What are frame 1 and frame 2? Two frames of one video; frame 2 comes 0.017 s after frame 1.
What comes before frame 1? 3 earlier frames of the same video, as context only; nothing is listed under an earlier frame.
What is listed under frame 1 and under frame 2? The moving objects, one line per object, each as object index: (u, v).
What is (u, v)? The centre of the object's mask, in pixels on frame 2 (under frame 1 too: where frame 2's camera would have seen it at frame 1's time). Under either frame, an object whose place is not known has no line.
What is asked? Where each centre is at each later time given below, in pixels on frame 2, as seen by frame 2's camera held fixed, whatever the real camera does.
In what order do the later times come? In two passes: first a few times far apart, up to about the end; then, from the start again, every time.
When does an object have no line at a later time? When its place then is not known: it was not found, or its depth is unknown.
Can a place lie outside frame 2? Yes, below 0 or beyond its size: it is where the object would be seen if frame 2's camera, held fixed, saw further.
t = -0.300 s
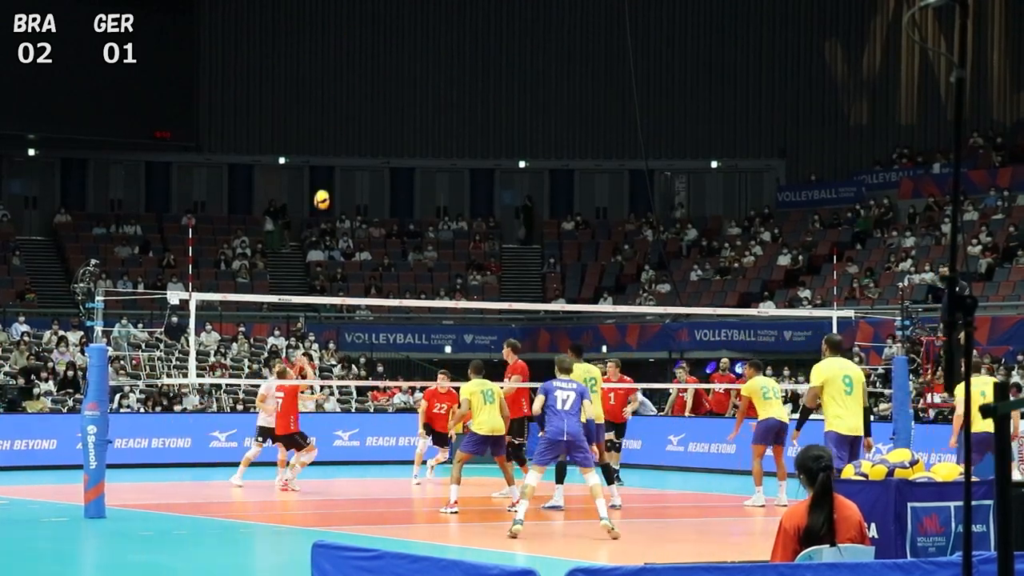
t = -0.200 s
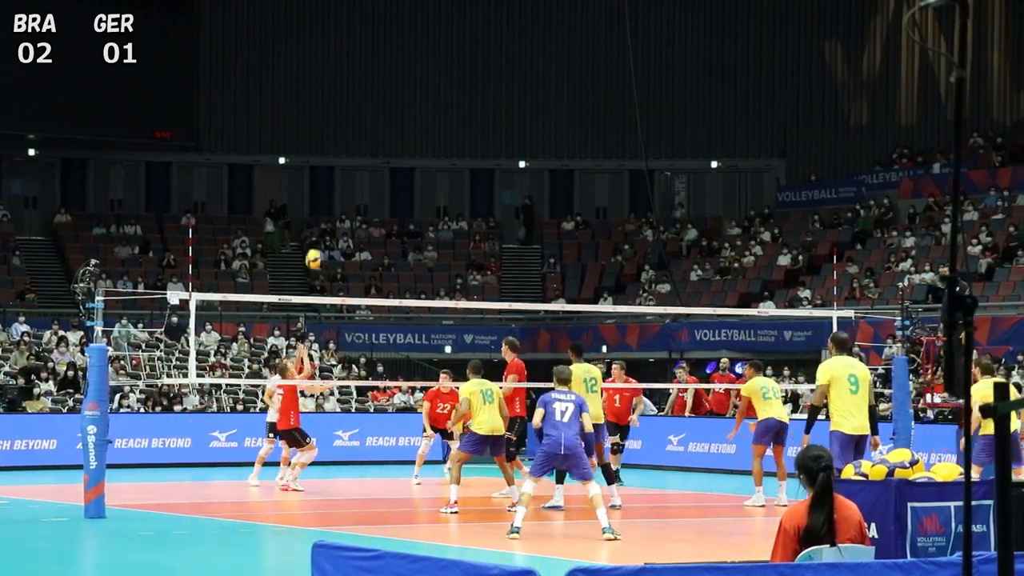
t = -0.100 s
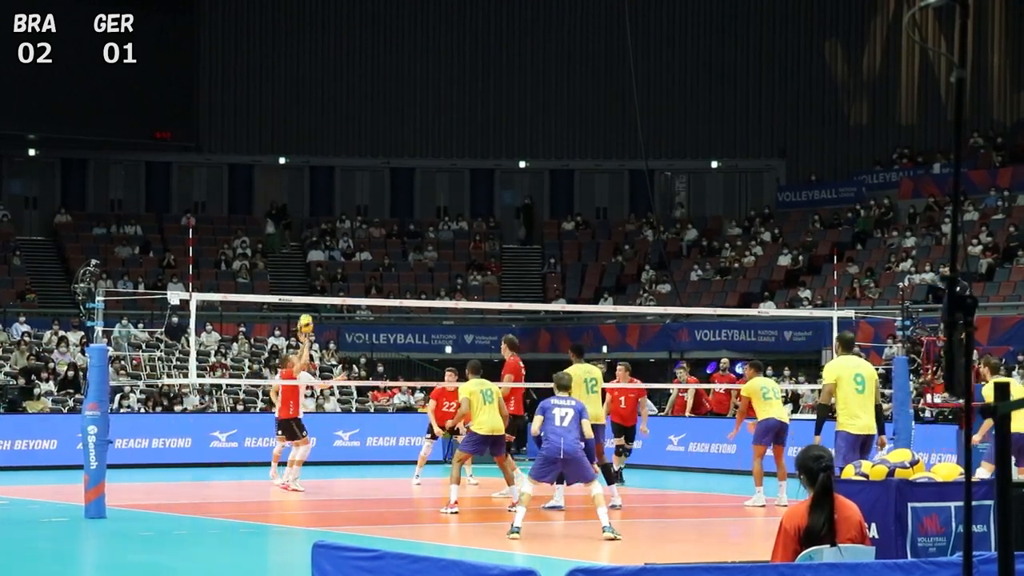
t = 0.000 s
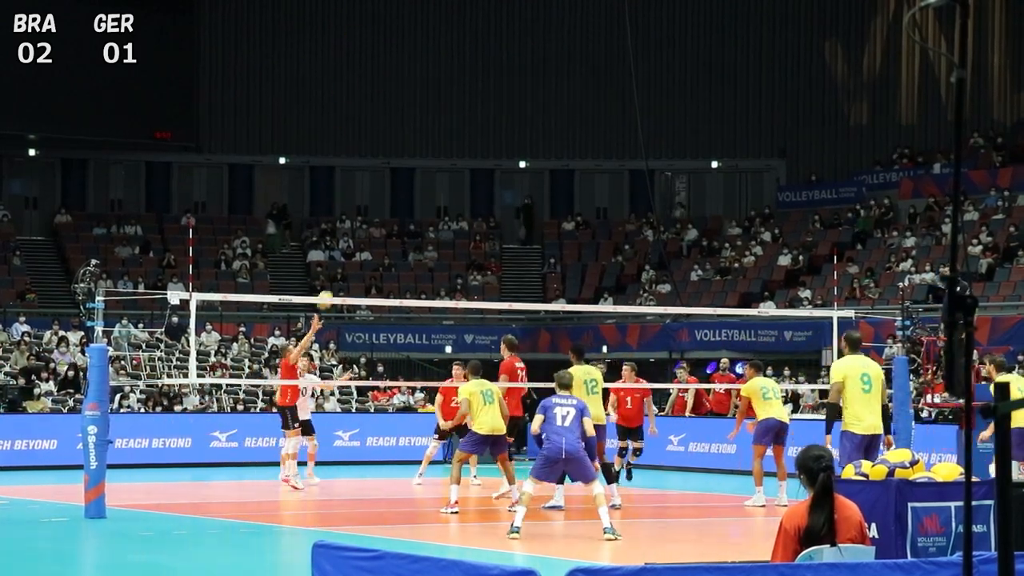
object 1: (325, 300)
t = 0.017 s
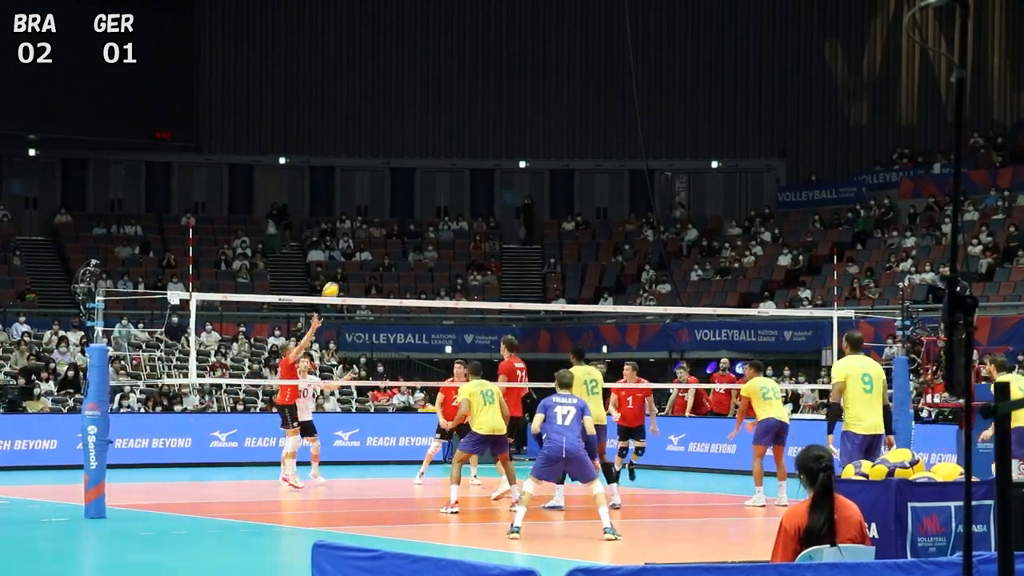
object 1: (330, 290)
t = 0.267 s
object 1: (412, 190)
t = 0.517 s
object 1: (491, 137)
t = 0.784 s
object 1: (574, 133)
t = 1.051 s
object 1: (655, 181)
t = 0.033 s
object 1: (336, 283)
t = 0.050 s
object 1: (341, 275)
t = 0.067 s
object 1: (347, 267)
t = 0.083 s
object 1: (352, 260)
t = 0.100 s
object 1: (358, 252)
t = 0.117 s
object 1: (364, 244)
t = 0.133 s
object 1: (369, 237)
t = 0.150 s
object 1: (375, 231)
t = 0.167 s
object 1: (380, 225)
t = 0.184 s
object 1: (385, 218)
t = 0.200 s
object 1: (391, 212)
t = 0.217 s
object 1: (396, 207)
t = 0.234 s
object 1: (402, 201)
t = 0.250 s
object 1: (407, 195)
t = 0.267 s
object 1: (412, 190)
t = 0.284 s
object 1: (417, 185)
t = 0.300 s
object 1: (423, 180)
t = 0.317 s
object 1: (428, 176)
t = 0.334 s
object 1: (433, 171)
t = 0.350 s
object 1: (439, 167)
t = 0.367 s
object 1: (444, 163)
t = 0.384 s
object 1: (449, 159)
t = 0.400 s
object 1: (455, 156)
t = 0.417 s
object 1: (460, 153)
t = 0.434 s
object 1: (465, 150)
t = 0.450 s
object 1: (470, 147)
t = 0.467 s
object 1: (476, 144)
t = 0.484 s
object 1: (481, 141)
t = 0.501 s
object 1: (486, 139)
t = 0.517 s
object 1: (491, 137)
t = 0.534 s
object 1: (497, 135)
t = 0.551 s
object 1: (502, 134)
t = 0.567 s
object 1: (507, 132)
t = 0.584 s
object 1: (512, 131)
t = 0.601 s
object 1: (518, 130)
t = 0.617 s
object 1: (522, 129)
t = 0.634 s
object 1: (528, 129)
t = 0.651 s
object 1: (533, 129)
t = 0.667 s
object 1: (538, 128)
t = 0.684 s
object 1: (543, 128)
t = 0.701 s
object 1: (549, 128)
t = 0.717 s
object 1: (554, 129)
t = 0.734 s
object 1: (559, 129)
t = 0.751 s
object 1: (564, 130)
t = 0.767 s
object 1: (569, 131)
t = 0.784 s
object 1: (574, 133)
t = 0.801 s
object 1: (579, 134)
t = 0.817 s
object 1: (584, 136)
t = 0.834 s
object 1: (589, 138)
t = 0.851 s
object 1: (594, 140)
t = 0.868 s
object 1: (599, 142)
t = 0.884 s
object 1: (604, 144)
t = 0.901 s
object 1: (610, 147)
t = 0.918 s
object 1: (615, 150)
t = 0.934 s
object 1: (619, 153)
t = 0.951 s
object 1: (624, 156)
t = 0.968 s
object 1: (630, 160)
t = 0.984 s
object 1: (635, 164)
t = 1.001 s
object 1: (640, 168)
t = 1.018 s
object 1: (645, 172)
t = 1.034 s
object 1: (650, 176)
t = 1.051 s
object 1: (655, 181)
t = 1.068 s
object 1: (659, 185)
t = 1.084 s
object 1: (664, 190)
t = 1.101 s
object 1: (669, 195)
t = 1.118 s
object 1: (674, 201)
